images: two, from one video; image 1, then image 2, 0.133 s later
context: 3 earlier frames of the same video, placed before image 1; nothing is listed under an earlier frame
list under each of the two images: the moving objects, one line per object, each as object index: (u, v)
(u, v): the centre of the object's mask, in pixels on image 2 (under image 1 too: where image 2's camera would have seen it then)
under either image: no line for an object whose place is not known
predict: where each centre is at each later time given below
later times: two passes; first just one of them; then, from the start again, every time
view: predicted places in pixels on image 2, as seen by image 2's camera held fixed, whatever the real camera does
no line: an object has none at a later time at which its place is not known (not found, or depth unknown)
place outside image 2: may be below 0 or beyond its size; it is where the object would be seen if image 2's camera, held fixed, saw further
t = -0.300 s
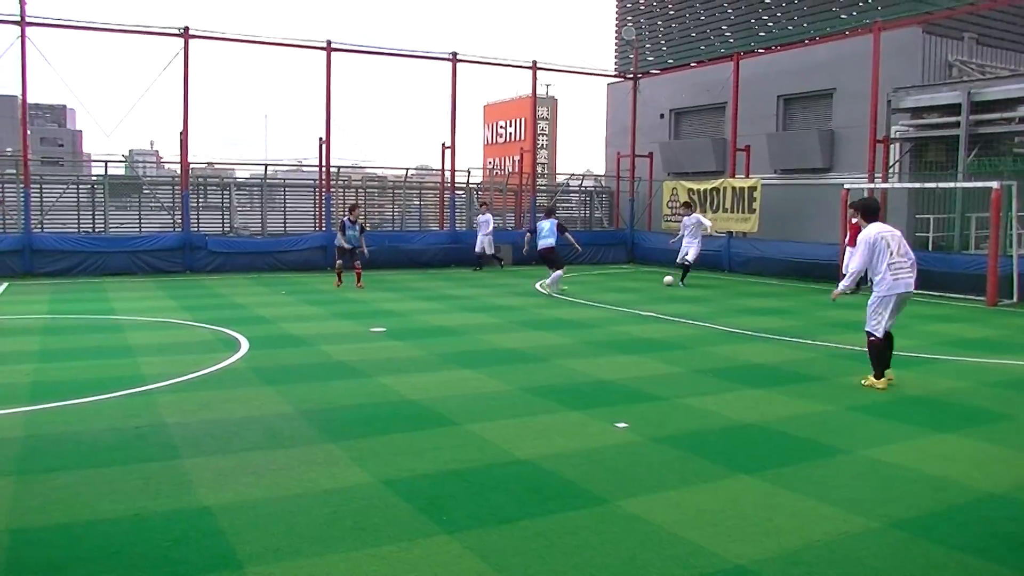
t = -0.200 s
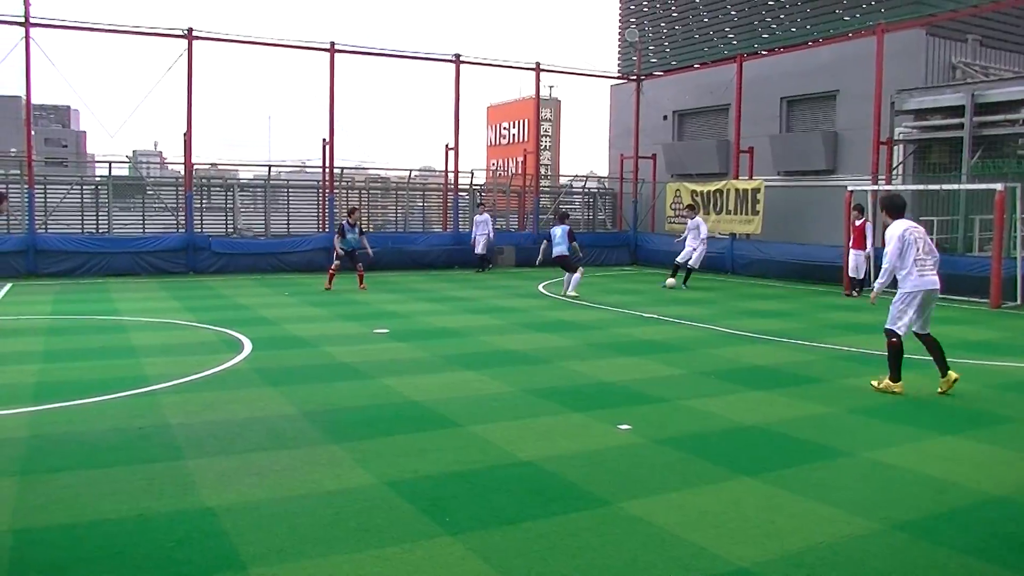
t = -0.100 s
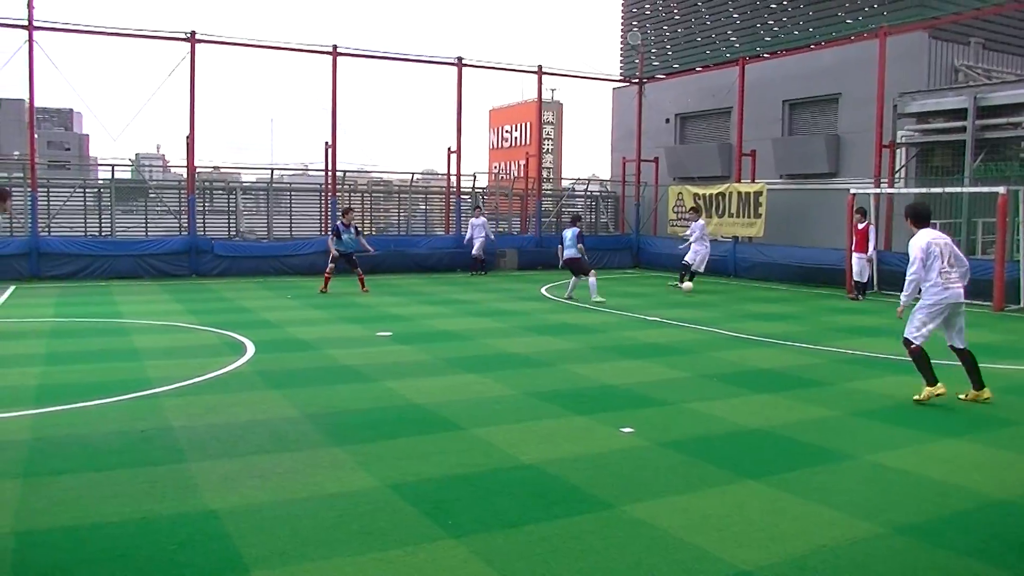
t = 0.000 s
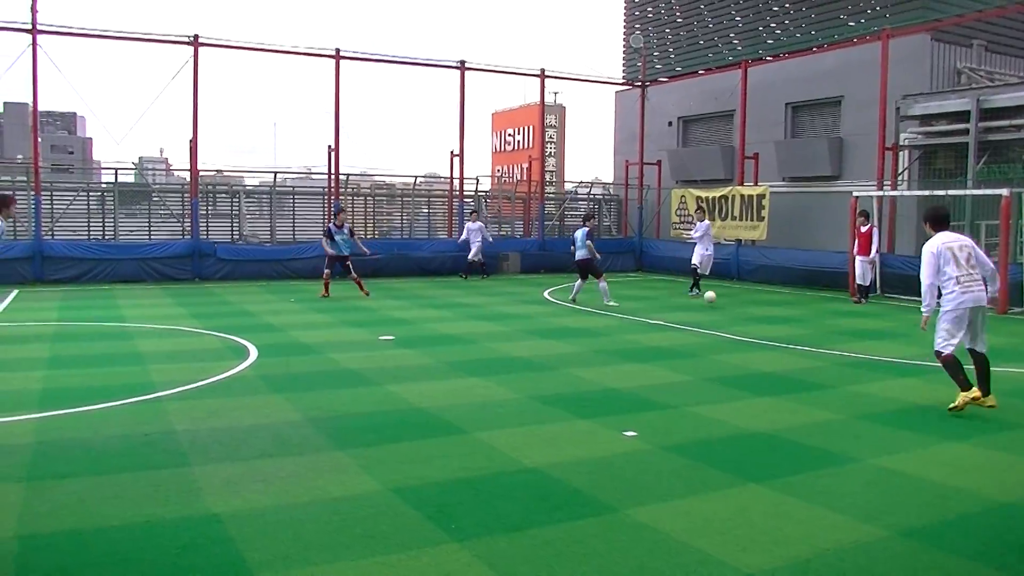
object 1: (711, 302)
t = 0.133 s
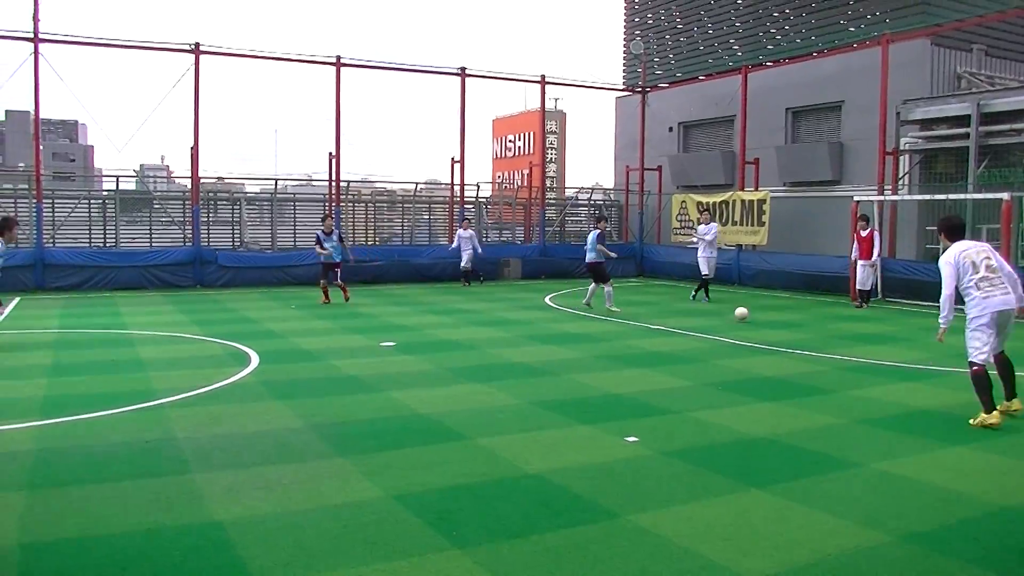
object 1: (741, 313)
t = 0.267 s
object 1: (775, 323)
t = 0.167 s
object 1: (749, 316)
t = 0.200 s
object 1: (758, 319)
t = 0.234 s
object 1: (766, 321)
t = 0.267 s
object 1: (775, 323)
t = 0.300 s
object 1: (784, 325)
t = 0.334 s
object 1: (793, 329)
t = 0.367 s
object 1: (803, 332)
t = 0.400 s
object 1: (814, 334)
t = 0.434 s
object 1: (824, 337)
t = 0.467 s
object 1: (836, 342)
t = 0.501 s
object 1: (847, 344)
